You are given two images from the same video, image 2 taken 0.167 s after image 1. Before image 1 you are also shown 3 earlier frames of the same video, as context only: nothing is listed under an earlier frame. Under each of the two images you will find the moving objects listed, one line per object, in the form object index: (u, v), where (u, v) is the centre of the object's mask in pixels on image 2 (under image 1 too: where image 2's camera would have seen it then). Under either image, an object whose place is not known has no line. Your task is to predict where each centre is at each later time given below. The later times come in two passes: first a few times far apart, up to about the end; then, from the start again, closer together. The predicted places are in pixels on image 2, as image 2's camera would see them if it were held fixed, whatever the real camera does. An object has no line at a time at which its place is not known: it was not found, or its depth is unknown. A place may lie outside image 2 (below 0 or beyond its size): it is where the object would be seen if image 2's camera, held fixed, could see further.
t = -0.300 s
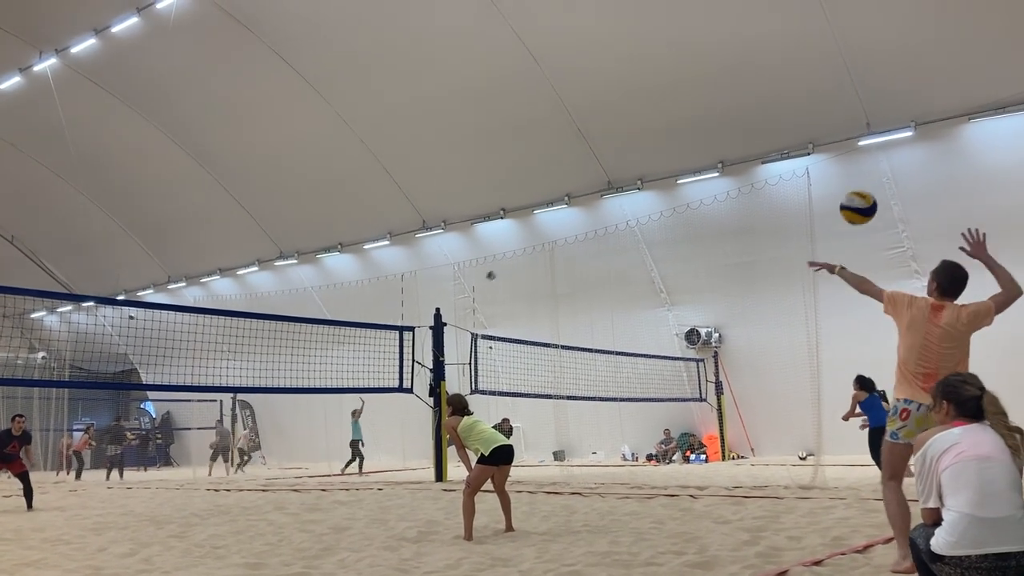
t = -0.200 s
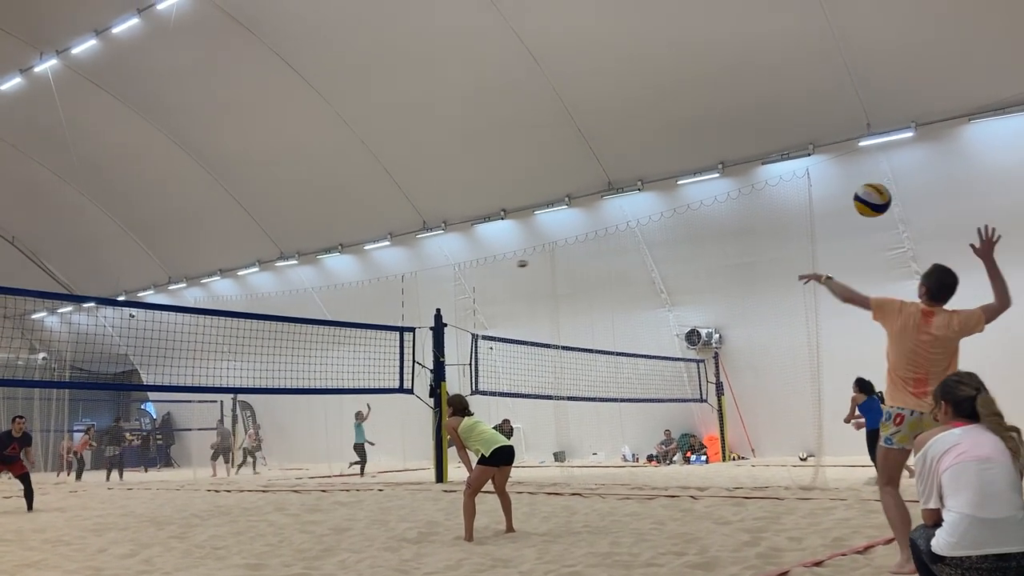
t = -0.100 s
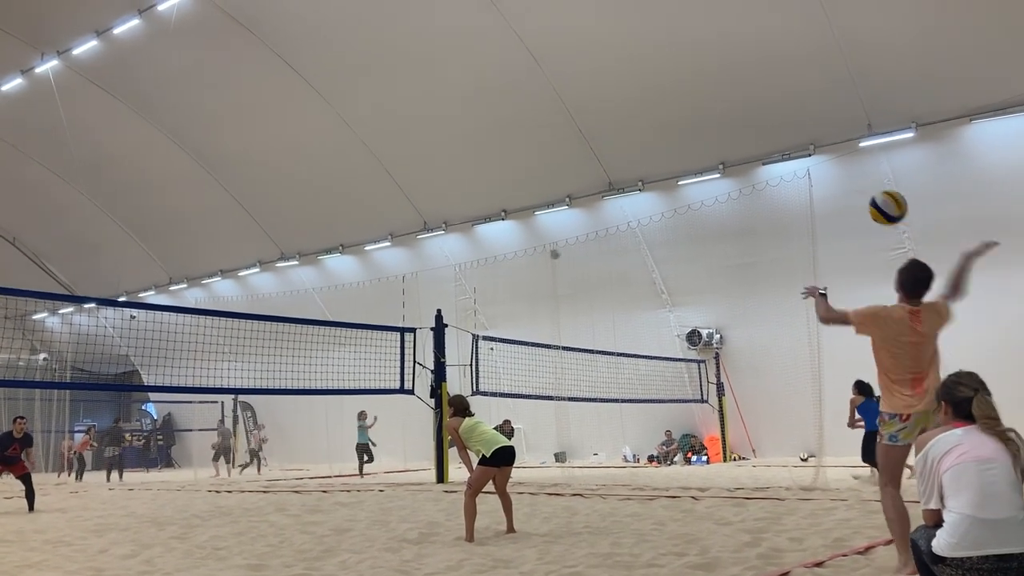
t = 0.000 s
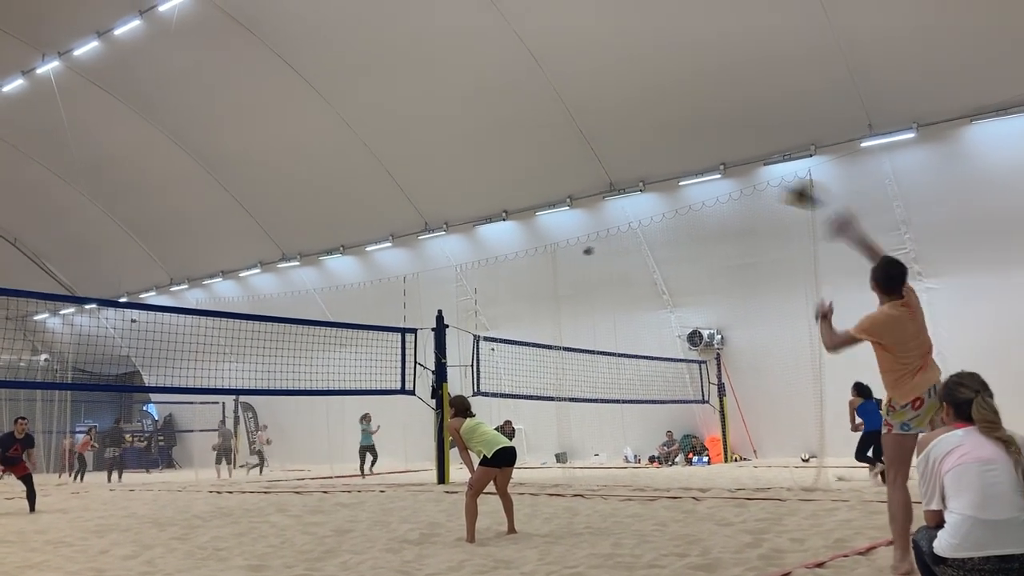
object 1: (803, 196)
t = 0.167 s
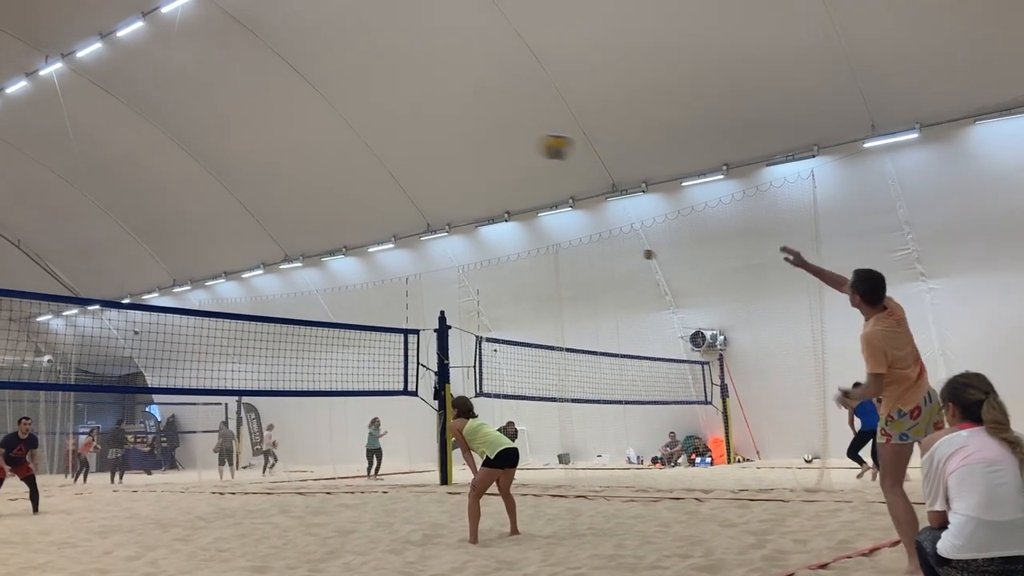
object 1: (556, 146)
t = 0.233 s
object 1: (486, 144)
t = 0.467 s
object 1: (326, 167)
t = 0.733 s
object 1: (217, 231)
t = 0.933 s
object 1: (163, 294)
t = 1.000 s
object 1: (146, 319)
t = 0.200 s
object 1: (521, 144)
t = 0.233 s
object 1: (486, 144)
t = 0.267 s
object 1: (456, 143)
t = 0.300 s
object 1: (430, 145)
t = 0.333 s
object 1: (406, 147)
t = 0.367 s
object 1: (384, 151)
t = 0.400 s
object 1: (363, 155)
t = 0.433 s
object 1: (345, 161)
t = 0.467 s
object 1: (326, 167)
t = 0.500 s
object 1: (309, 174)
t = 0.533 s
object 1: (293, 180)
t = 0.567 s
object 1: (278, 188)
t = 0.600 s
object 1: (265, 195)
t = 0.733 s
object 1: (217, 231)
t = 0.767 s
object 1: (207, 240)
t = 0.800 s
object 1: (198, 251)
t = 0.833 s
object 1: (189, 262)
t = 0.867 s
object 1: (179, 274)
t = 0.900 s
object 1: (171, 283)
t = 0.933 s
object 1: (163, 294)
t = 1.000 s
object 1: (146, 319)
